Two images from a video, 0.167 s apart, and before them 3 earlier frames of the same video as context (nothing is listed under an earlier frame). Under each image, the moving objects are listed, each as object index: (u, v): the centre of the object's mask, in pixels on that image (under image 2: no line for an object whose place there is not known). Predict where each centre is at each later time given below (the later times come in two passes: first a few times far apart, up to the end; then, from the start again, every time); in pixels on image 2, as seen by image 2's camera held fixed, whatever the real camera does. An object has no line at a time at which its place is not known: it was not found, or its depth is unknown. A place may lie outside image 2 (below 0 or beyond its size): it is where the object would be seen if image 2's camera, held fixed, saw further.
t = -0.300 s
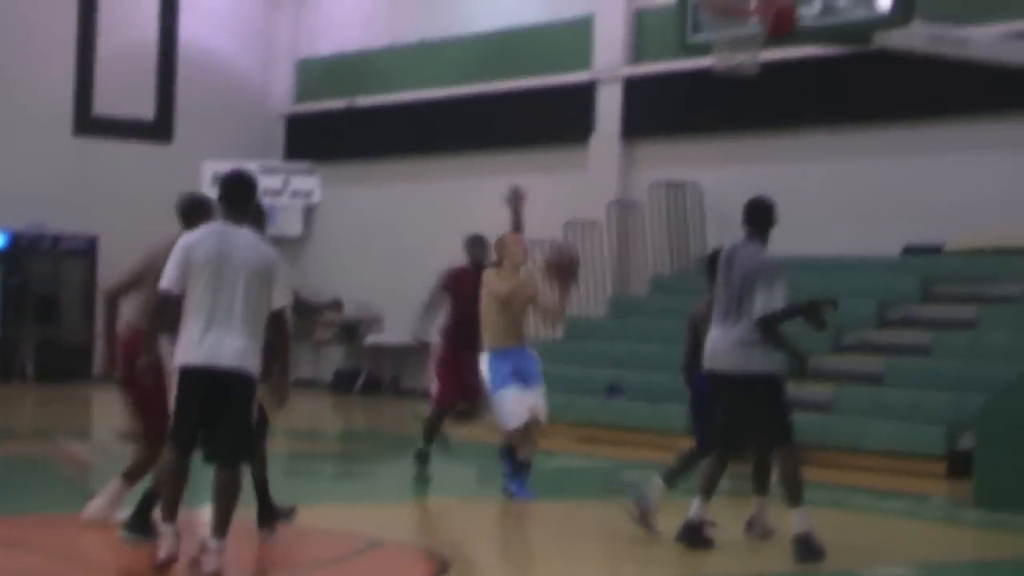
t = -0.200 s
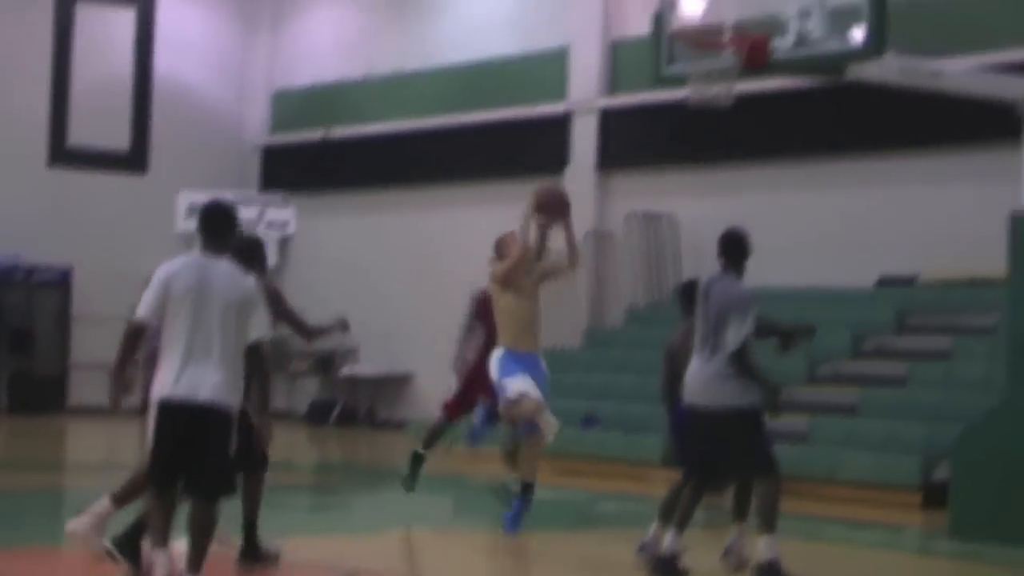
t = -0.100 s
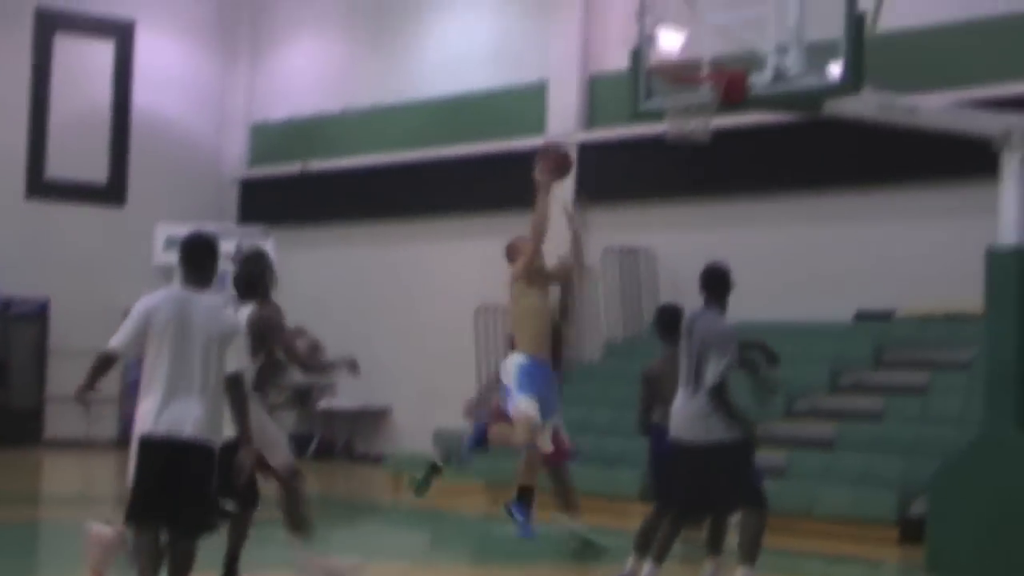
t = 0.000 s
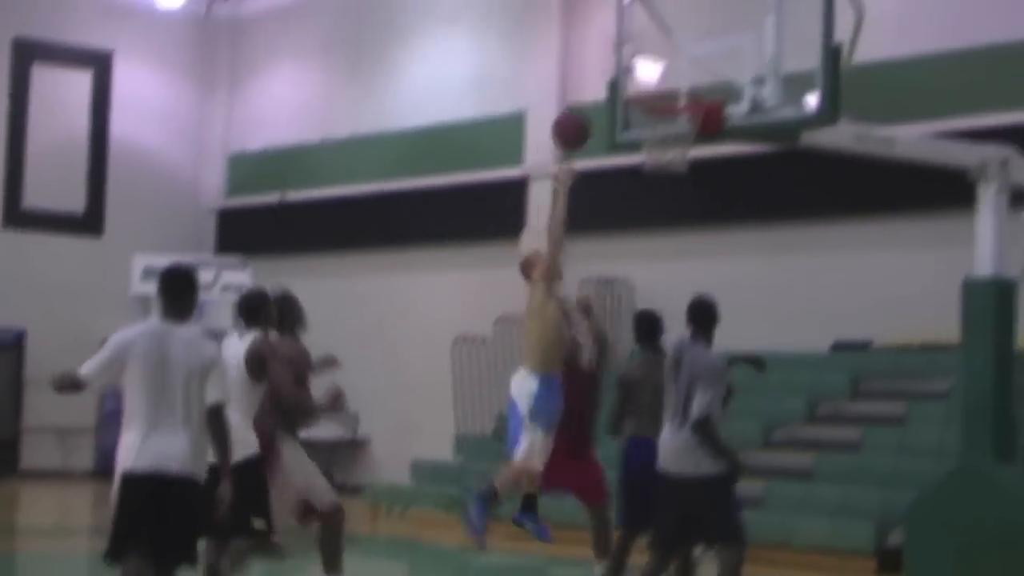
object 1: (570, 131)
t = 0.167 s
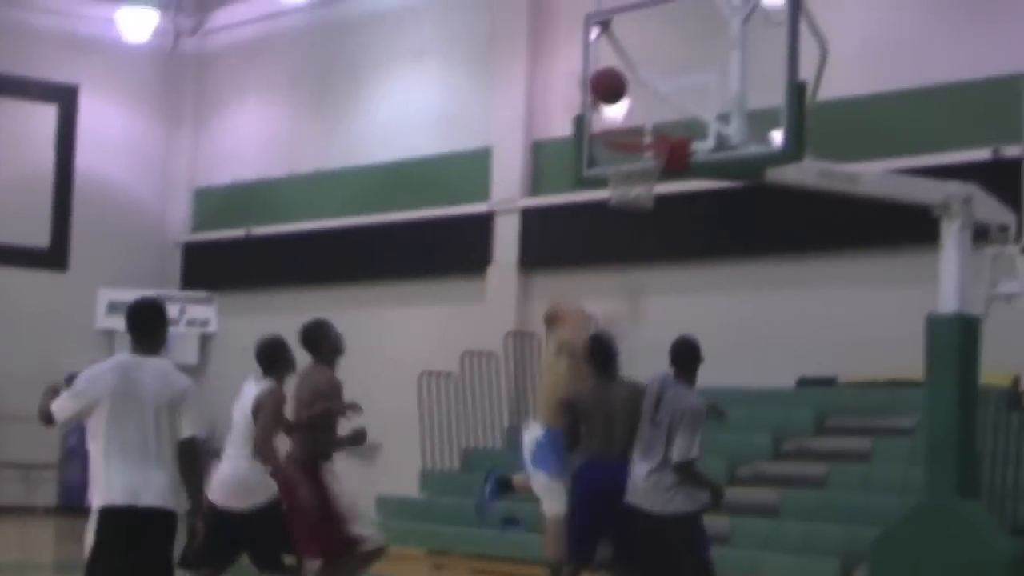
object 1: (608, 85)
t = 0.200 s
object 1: (620, 76)
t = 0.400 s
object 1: (609, 81)
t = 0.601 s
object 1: (610, 103)
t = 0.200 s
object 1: (620, 76)
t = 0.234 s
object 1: (620, 73)
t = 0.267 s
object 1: (618, 71)
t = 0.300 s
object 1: (616, 71)
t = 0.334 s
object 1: (614, 73)
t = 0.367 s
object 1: (612, 76)
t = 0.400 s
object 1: (609, 81)
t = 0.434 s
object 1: (607, 88)
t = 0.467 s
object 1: (604, 97)
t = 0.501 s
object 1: (602, 108)
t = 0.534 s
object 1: (602, 114)
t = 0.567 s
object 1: (605, 107)
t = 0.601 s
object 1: (610, 103)
